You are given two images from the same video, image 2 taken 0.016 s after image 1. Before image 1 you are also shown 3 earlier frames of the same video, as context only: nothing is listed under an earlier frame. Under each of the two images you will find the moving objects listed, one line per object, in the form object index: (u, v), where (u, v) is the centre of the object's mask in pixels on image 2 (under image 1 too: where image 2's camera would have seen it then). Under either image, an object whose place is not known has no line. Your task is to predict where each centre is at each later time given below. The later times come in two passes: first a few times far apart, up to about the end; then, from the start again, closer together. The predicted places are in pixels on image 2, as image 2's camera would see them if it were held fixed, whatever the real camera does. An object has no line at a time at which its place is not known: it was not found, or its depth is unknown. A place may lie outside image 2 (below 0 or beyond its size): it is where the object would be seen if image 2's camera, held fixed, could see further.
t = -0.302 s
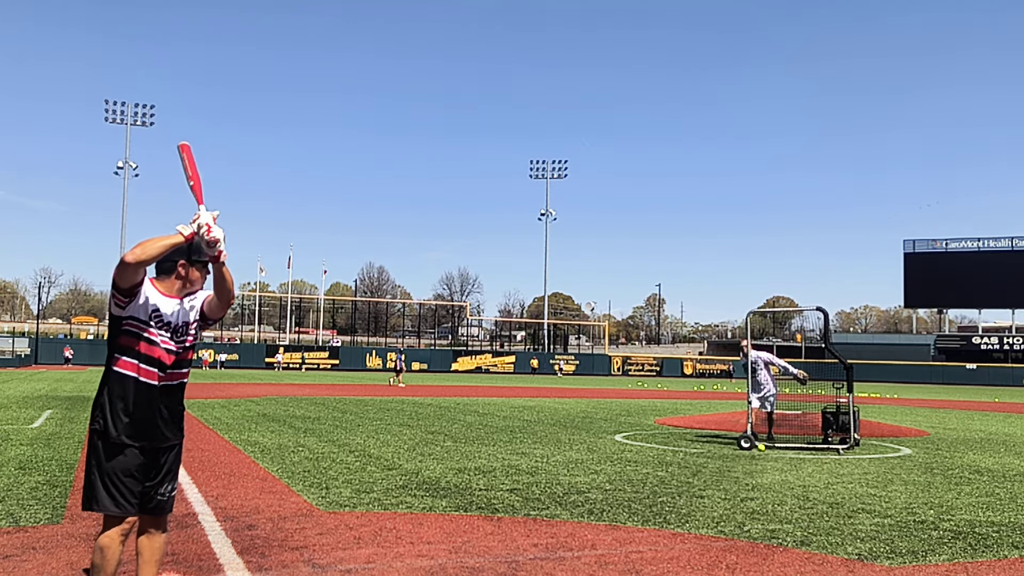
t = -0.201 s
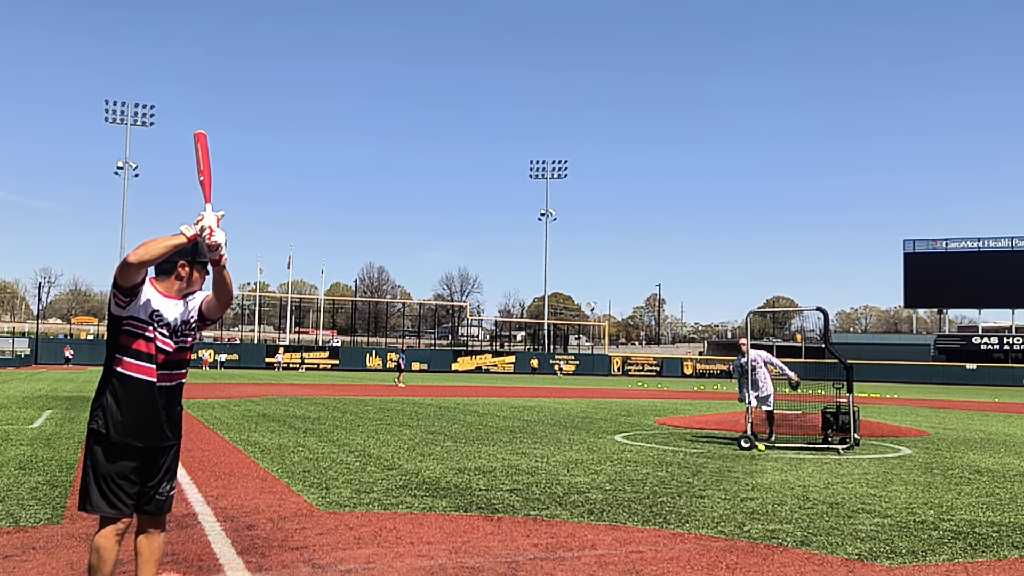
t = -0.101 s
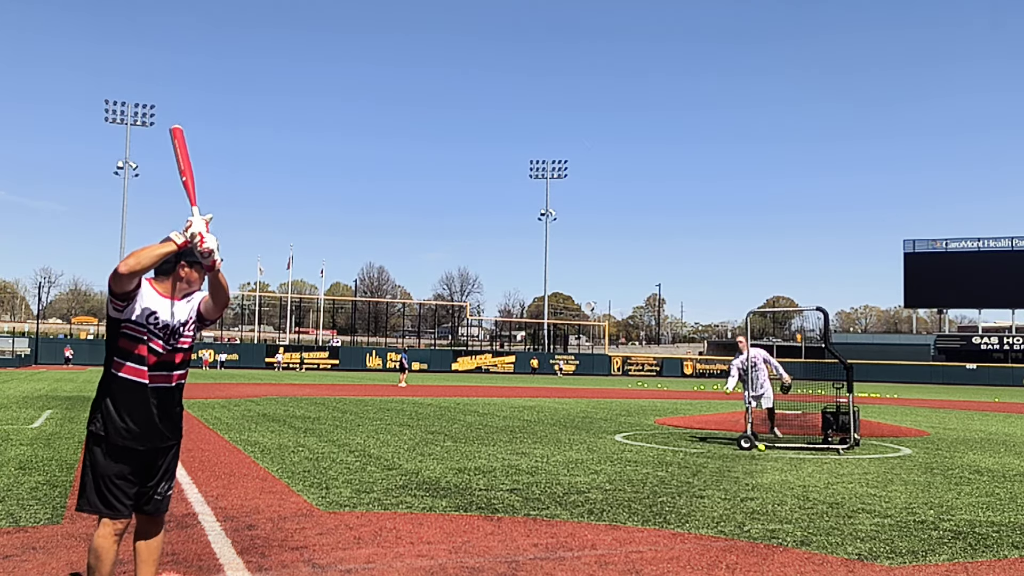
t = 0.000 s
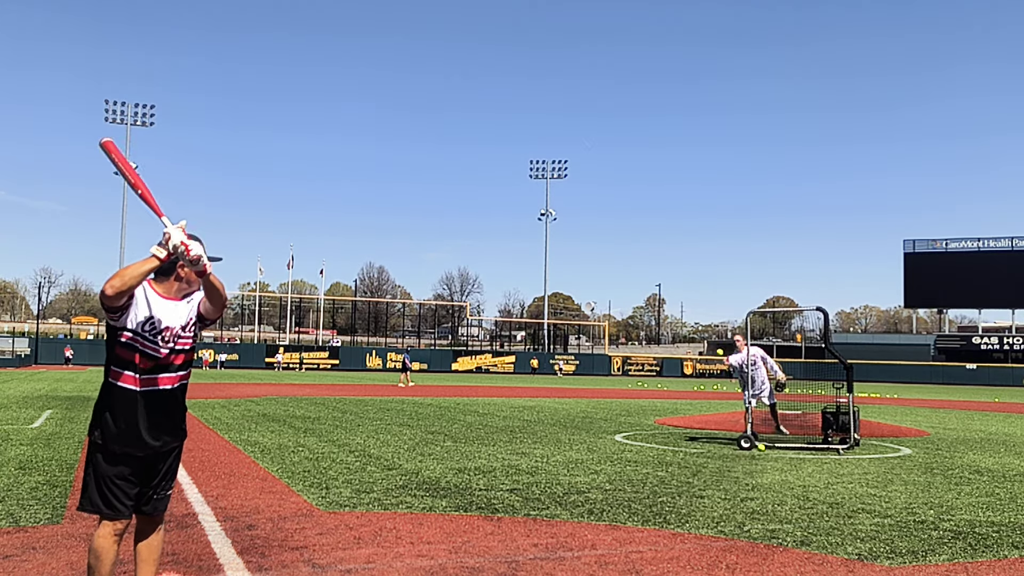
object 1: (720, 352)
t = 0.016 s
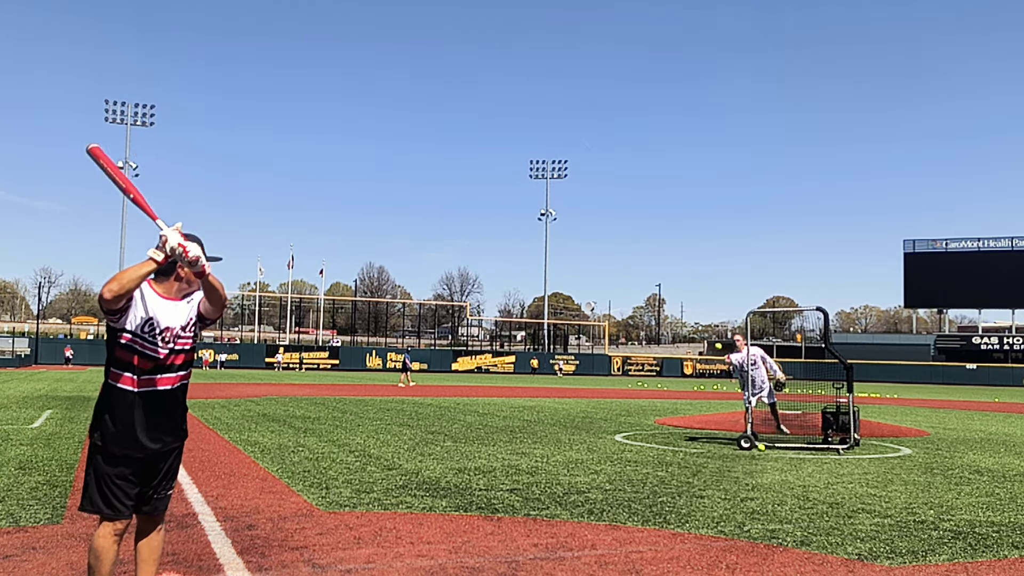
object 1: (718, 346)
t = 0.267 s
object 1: (692, 262)
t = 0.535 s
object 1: (651, 199)
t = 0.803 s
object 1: (585, 186)
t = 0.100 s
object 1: (710, 316)
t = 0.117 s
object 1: (709, 310)
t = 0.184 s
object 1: (702, 288)
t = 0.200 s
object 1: (700, 282)
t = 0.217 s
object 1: (698, 277)
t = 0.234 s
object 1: (696, 272)
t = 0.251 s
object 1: (694, 267)
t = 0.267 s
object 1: (692, 262)
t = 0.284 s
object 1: (690, 257)
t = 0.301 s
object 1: (688, 252)
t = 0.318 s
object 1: (686, 248)
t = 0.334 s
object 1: (684, 243)
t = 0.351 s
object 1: (681, 238)
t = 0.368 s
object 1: (679, 234)
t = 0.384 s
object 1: (677, 230)
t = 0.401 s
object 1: (674, 226)
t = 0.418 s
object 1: (671, 222)
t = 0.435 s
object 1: (669, 218)
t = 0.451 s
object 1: (666, 215)
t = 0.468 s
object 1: (663, 211)
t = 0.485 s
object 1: (660, 208)
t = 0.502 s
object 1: (657, 205)
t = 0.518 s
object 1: (655, 201)
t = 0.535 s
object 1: (651, 199)
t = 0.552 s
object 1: (648, 196)
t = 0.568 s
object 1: (645, 194)
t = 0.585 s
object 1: (642, 191)
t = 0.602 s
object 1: (638, 189)
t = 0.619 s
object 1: (634, 188)
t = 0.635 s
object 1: (630, 186)
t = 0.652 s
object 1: (626, 185)
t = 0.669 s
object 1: (622, 184)
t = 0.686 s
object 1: (618, 183)
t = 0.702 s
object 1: (614, 183)
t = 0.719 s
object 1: (609, 182)
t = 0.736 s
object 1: (605, 182)
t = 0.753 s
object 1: (600, 183)
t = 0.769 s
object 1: (595, 184)
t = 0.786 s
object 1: (590, 185)
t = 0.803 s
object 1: (585, 186)
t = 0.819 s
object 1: (579, 188)
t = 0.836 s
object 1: (573, 191)
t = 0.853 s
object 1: (567, 194)
